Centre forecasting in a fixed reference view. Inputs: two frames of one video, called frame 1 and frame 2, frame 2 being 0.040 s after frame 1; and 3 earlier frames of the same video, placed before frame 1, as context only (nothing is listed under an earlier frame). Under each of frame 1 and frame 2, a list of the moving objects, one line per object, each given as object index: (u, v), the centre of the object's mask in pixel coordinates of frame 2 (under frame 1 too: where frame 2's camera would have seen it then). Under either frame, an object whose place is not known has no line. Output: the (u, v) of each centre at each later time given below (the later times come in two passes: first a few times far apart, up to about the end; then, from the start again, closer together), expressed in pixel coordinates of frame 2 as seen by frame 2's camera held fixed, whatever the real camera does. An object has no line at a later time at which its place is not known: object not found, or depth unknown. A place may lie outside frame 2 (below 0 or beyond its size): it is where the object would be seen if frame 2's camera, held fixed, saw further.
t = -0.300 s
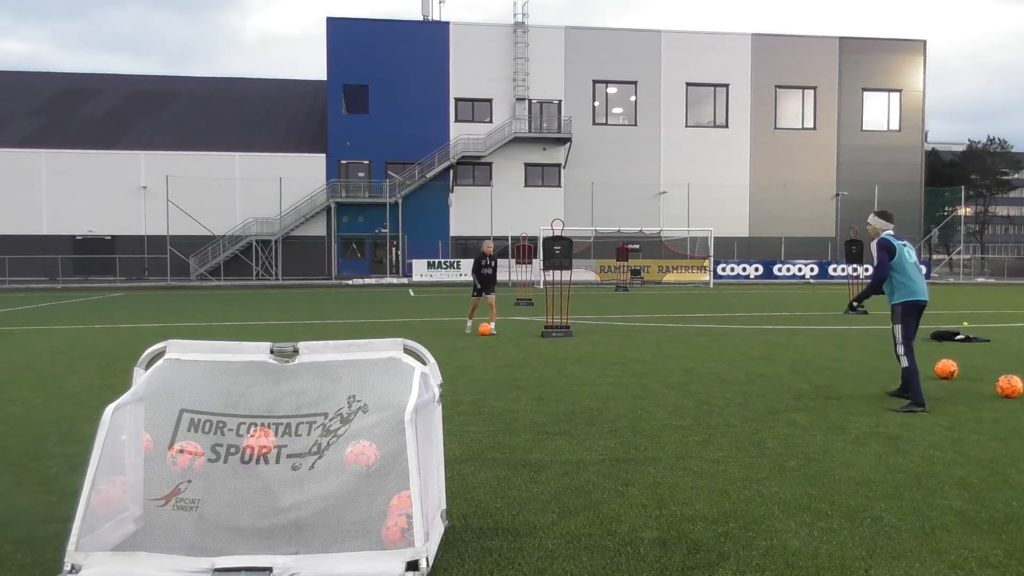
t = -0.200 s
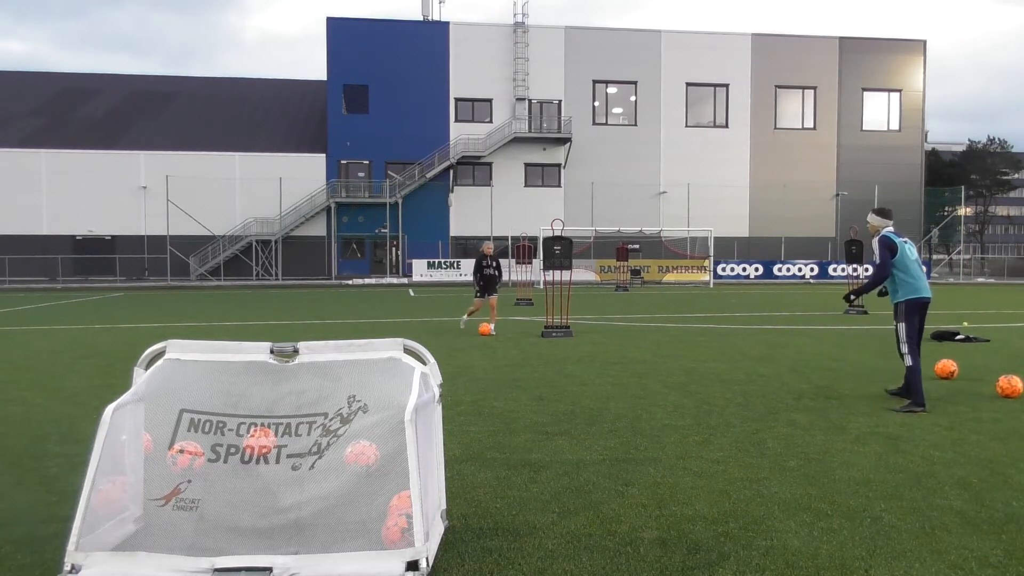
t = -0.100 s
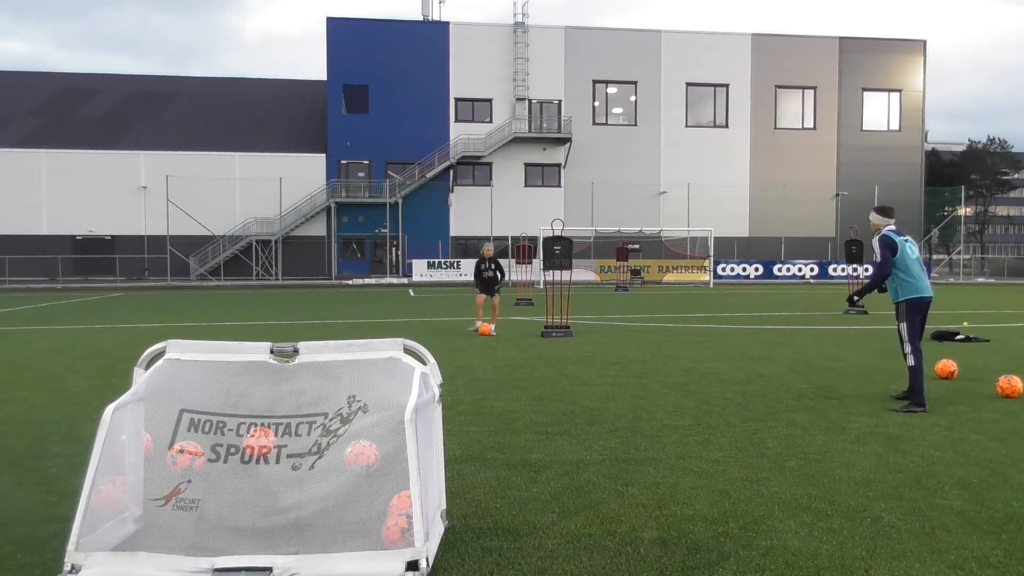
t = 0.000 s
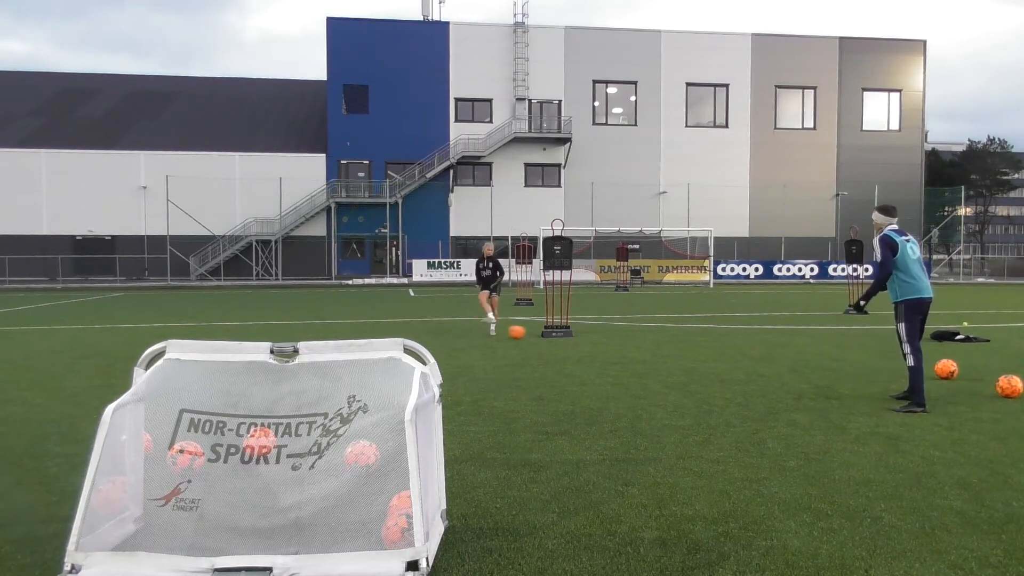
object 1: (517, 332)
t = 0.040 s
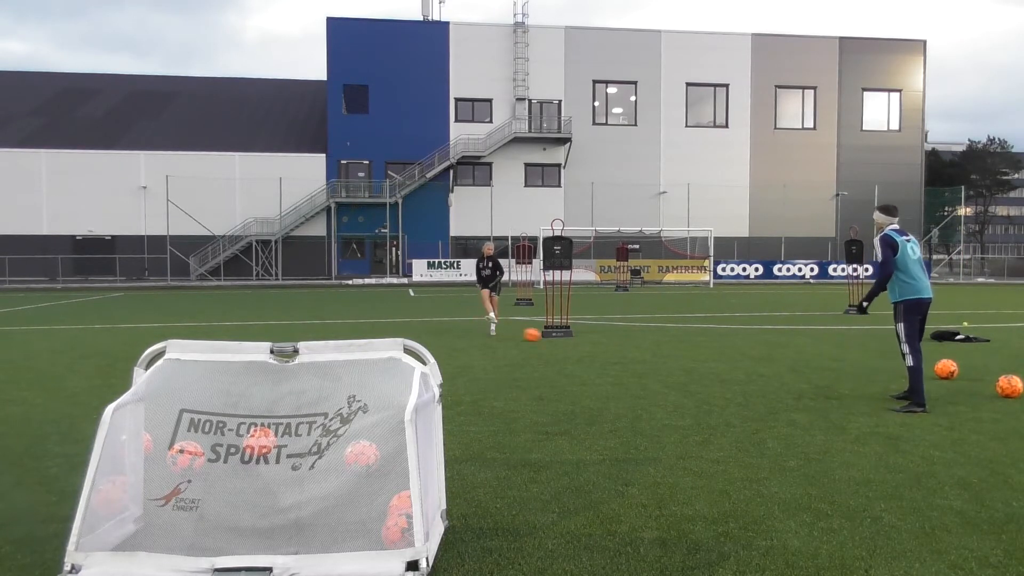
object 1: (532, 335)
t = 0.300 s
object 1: (643, 348)
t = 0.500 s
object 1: (744, 361)
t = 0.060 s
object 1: (540, 336)
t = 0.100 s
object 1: (555, 337)
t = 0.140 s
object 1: (572, 339)
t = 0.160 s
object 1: (581, 340)
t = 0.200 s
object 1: (598, 343)
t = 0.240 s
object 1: (615, 344)
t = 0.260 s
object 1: (624, 345)
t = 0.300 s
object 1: (643, 348)
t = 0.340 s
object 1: (662, 351)
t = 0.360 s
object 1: (672, 352)
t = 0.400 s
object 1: (691, 353)
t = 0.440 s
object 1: (712, 355)
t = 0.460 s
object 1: (722, 357)
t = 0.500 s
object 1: (744, 361)
